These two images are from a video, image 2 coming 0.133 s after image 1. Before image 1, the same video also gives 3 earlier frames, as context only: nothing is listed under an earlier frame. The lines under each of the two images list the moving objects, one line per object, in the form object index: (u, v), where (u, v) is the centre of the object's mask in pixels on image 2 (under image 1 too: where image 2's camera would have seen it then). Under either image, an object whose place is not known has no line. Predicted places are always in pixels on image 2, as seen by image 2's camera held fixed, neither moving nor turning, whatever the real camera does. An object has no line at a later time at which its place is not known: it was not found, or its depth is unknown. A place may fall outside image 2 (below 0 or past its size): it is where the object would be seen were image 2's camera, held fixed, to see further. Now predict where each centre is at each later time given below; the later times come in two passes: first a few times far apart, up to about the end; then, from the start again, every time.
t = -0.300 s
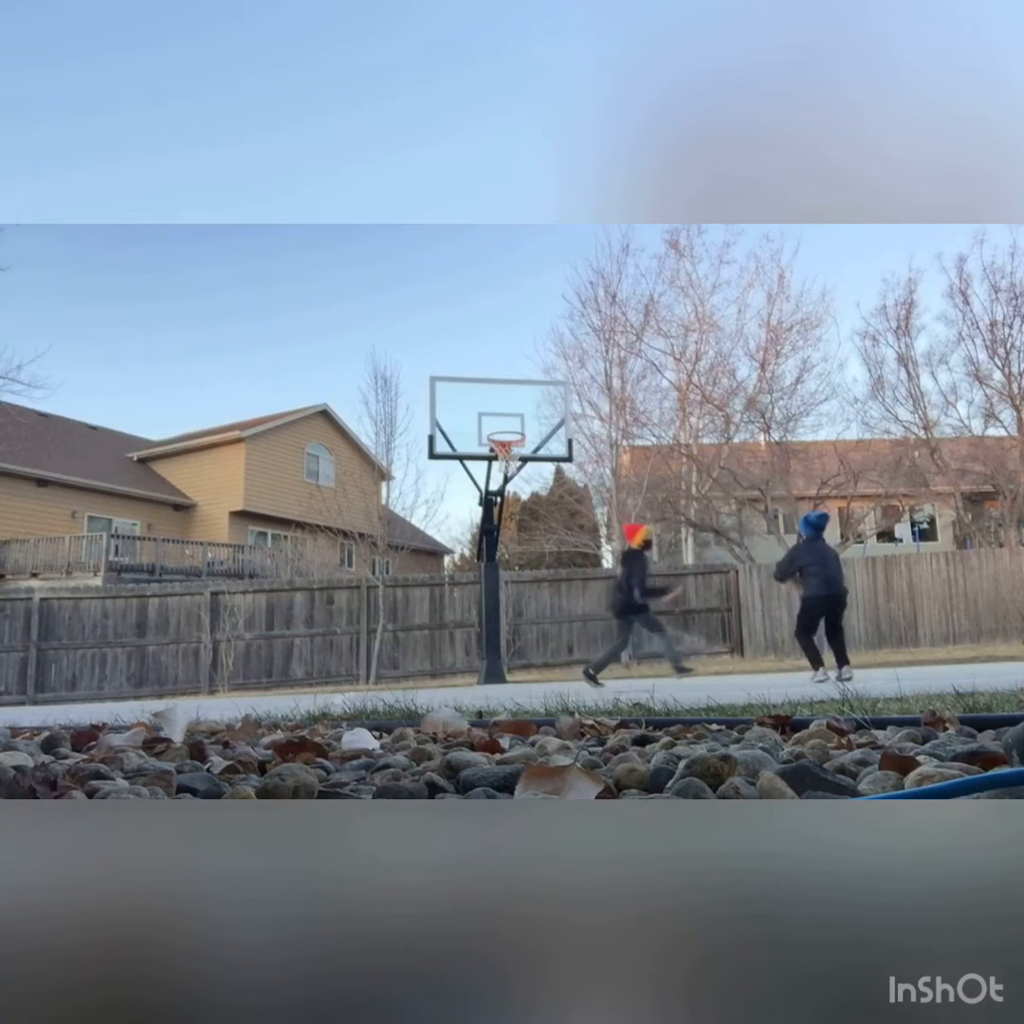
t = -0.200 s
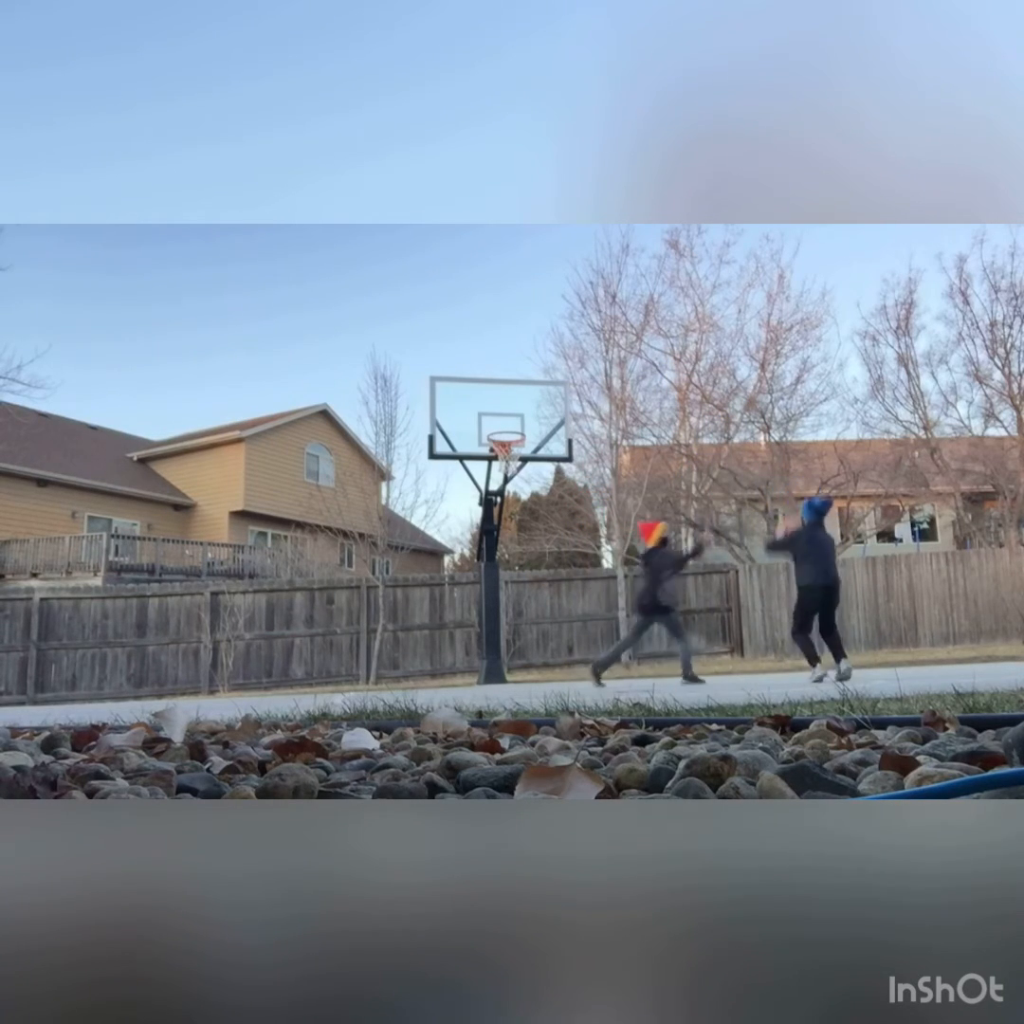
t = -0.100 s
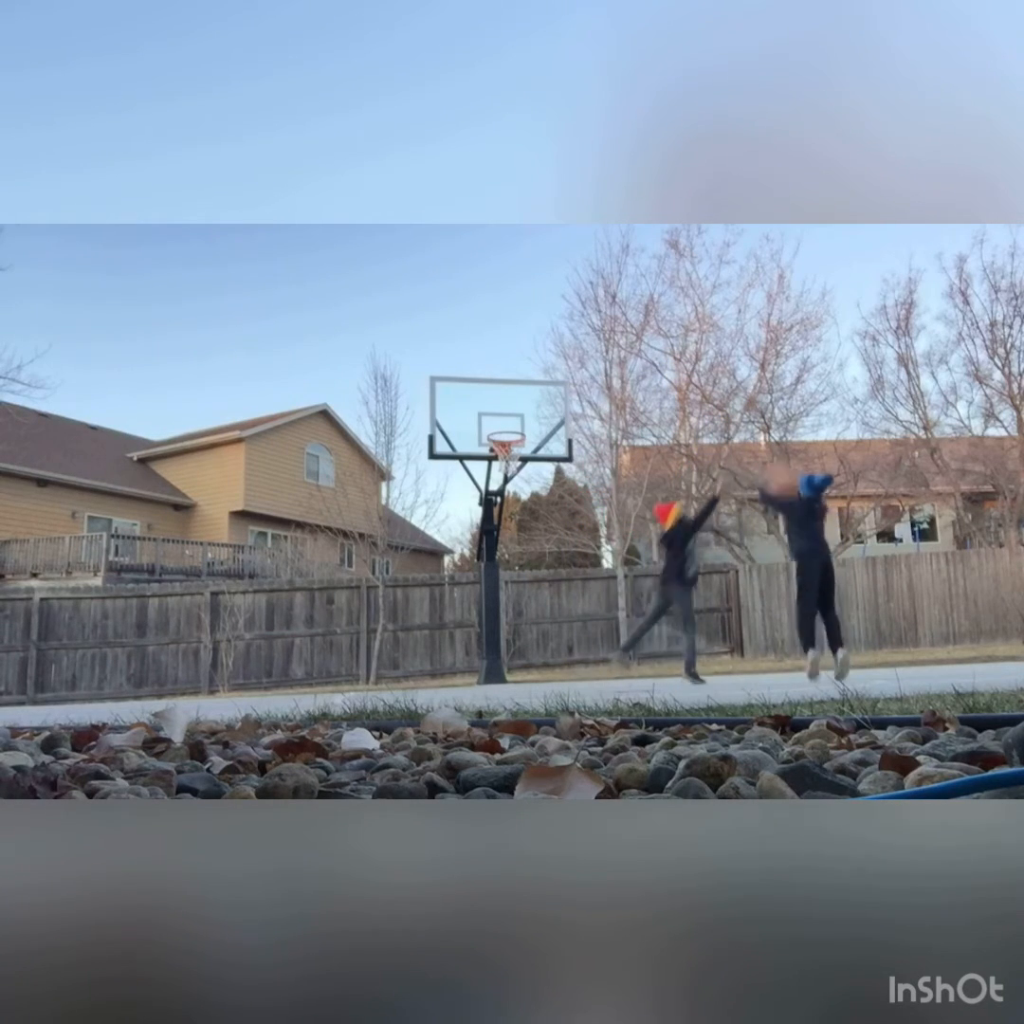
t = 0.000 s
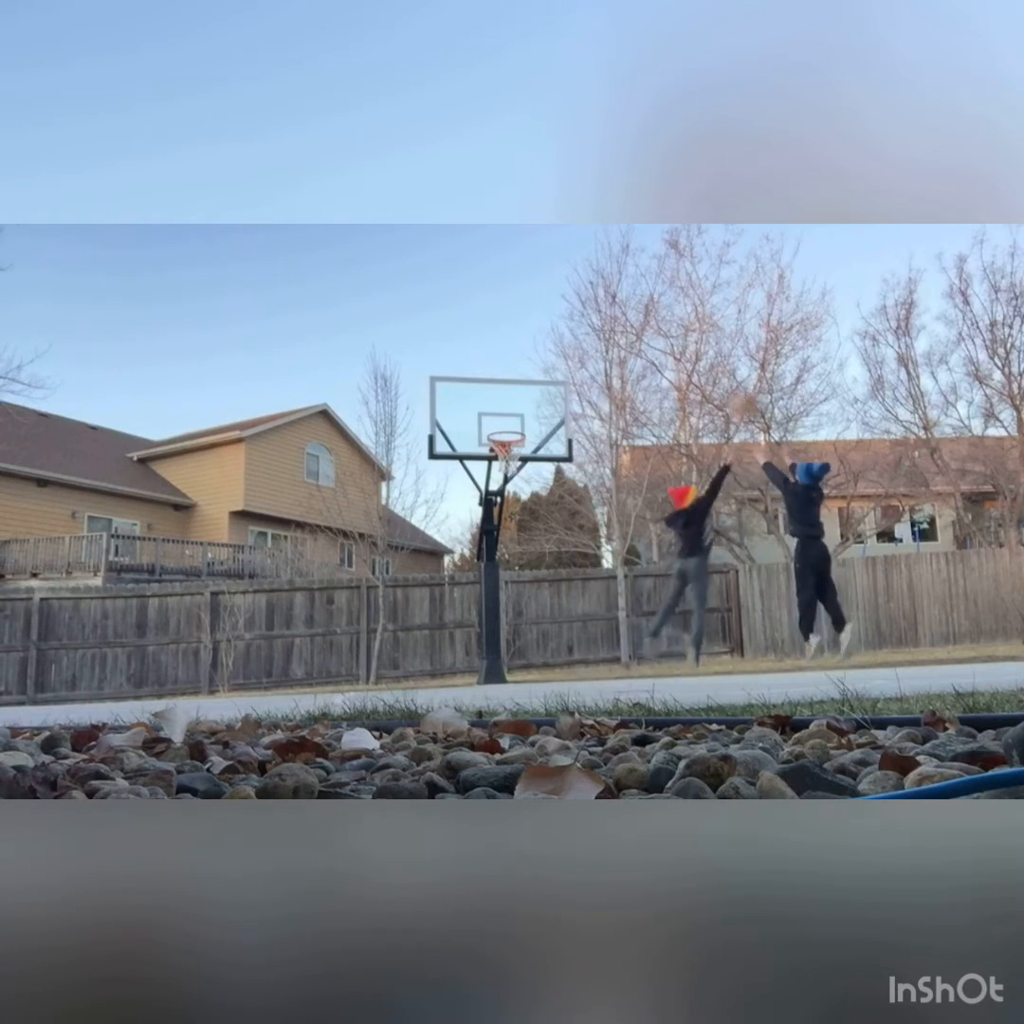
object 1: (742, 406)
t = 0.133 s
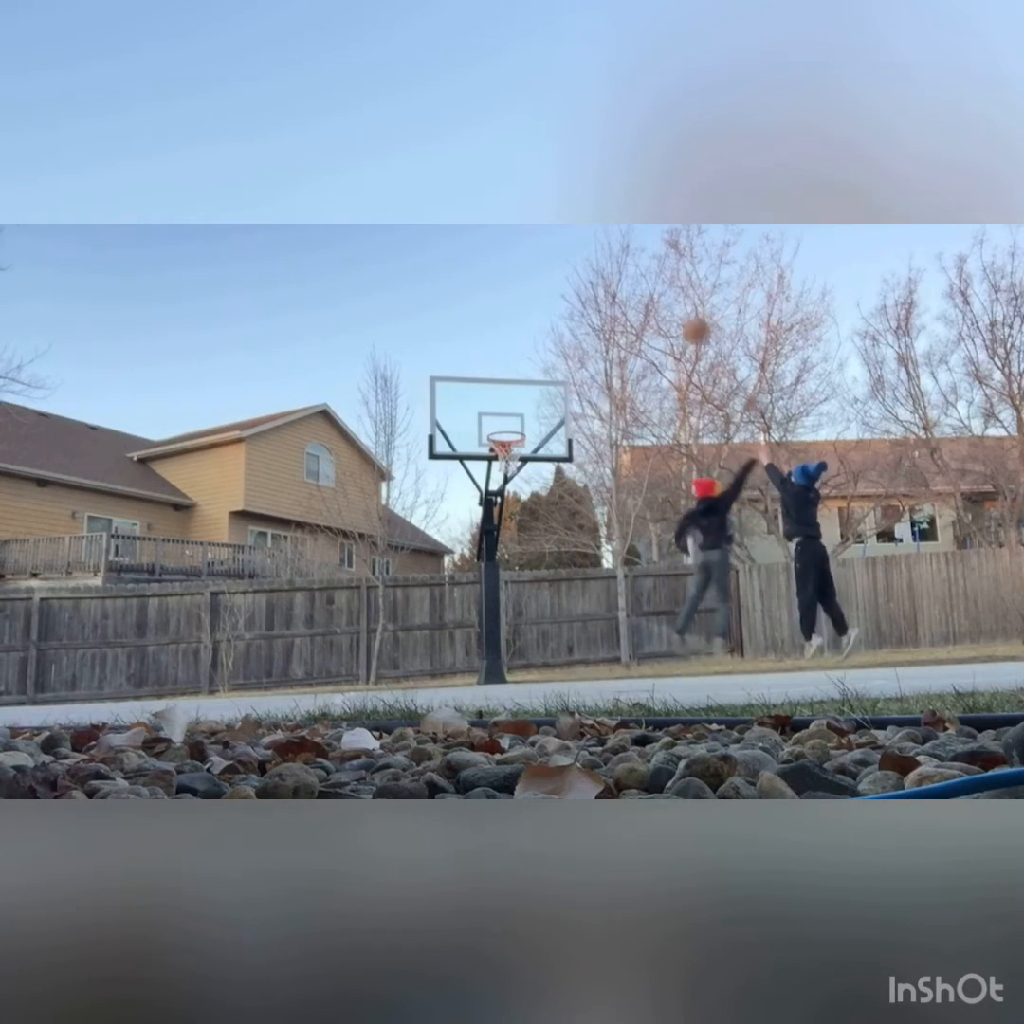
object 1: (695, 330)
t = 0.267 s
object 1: (656, 284)
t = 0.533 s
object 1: (595, 256)
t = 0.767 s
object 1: (554, 284)
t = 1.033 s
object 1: (517, 361)
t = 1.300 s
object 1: (509, 406)
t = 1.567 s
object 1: (550, 360)
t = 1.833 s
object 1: (597, 366)
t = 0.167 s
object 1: (686, 318)
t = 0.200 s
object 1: (676, 304)
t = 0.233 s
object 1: (666, 294)
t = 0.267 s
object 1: (656, 284)
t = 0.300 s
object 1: (647, 276)
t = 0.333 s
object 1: (640, 270)
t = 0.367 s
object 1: (632, 265)
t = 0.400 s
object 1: (624, 261)
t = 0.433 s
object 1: (616, 258)
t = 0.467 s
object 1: (609, 256)
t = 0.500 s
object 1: (602, 255)
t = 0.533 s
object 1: (595, 256)
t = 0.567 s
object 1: (589, 257)
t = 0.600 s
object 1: (583, 260)
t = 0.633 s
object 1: (577, 262)
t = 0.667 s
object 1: (571, 267)
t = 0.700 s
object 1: (565, 272)
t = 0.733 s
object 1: (560, 277)
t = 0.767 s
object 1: (554, 284)
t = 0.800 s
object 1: (549, 291)
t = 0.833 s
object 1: (544, 299)
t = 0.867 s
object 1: (539, 308)
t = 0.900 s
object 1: (535, 317)
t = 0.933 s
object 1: (530, 327)
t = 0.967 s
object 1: (525, 338)
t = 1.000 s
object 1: (521, 350)
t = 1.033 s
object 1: (517, 361)
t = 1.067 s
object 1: (512, 372)
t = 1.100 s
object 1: (508, 387)
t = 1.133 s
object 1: (504, 401)
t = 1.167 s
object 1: (501, 415)
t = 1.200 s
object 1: (496, 431)
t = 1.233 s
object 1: (499, 424)
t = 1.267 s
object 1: (504, 415)
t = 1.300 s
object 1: (509, 406)
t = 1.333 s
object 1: (514, 397)
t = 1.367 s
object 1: (520, 390)
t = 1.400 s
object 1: (525, 382)
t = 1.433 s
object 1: (530, 376)
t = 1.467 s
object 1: (535, 371)
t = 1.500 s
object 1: (540, 366)
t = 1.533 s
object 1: (545, 363)
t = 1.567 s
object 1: (550, 360)
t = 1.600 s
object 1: (555, 358)
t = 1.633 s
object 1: (561, 356)
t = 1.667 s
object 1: (566, 356)
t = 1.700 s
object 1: (573, 356)
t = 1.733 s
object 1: (578, 357)
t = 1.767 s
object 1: (584, 359)
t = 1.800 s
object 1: (589, 361)
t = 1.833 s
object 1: (597, 366)
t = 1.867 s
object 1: (603, 370)
